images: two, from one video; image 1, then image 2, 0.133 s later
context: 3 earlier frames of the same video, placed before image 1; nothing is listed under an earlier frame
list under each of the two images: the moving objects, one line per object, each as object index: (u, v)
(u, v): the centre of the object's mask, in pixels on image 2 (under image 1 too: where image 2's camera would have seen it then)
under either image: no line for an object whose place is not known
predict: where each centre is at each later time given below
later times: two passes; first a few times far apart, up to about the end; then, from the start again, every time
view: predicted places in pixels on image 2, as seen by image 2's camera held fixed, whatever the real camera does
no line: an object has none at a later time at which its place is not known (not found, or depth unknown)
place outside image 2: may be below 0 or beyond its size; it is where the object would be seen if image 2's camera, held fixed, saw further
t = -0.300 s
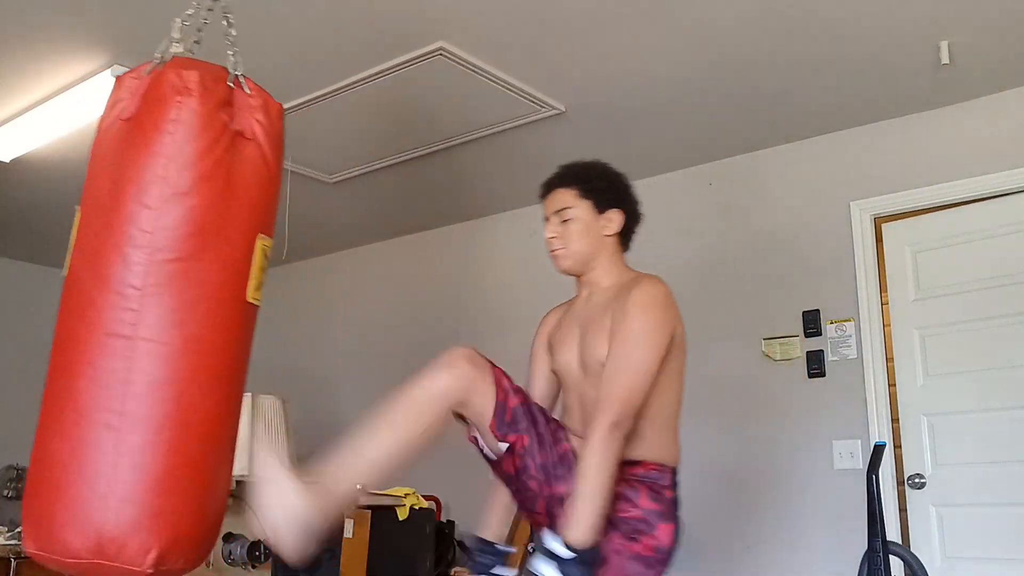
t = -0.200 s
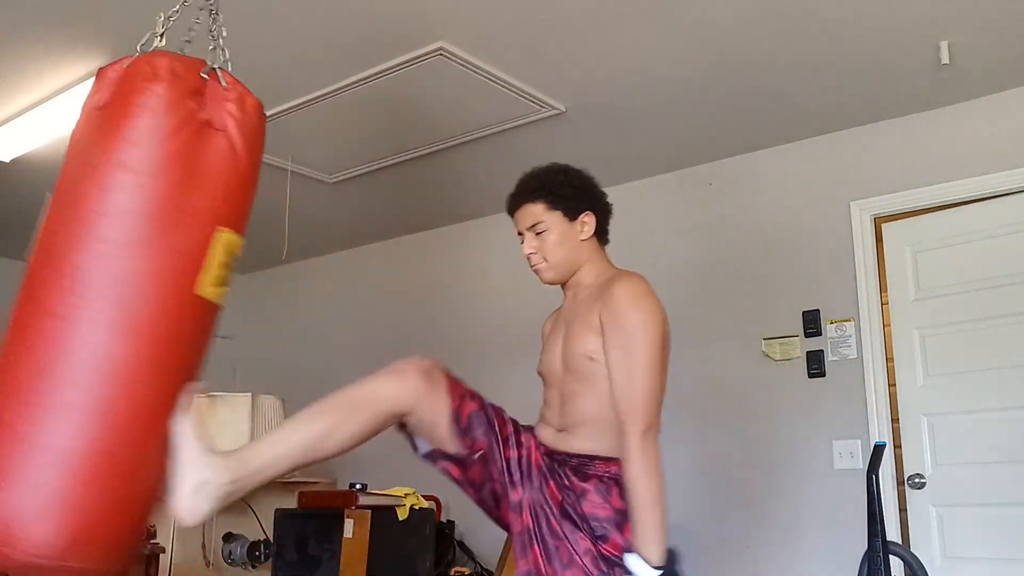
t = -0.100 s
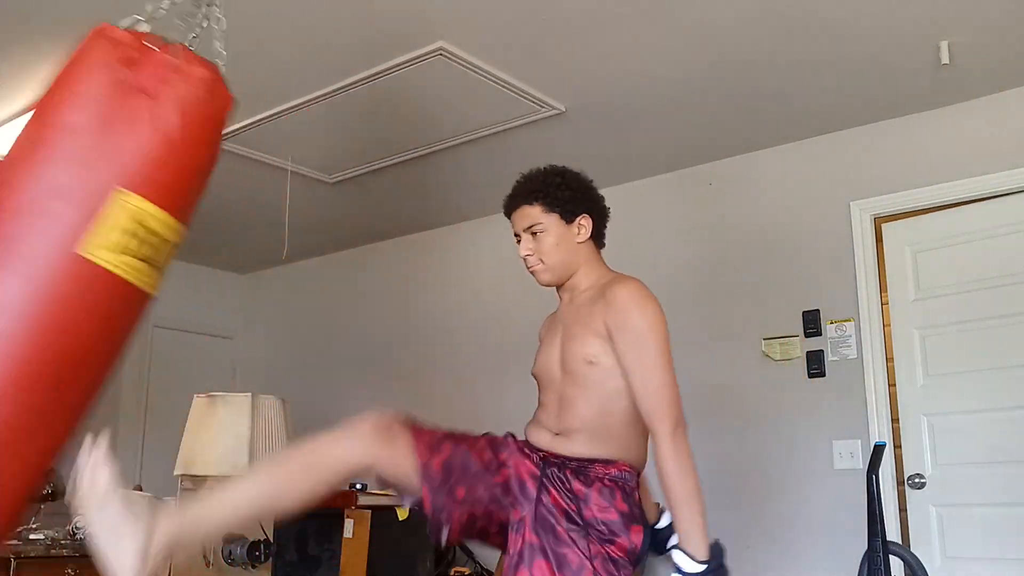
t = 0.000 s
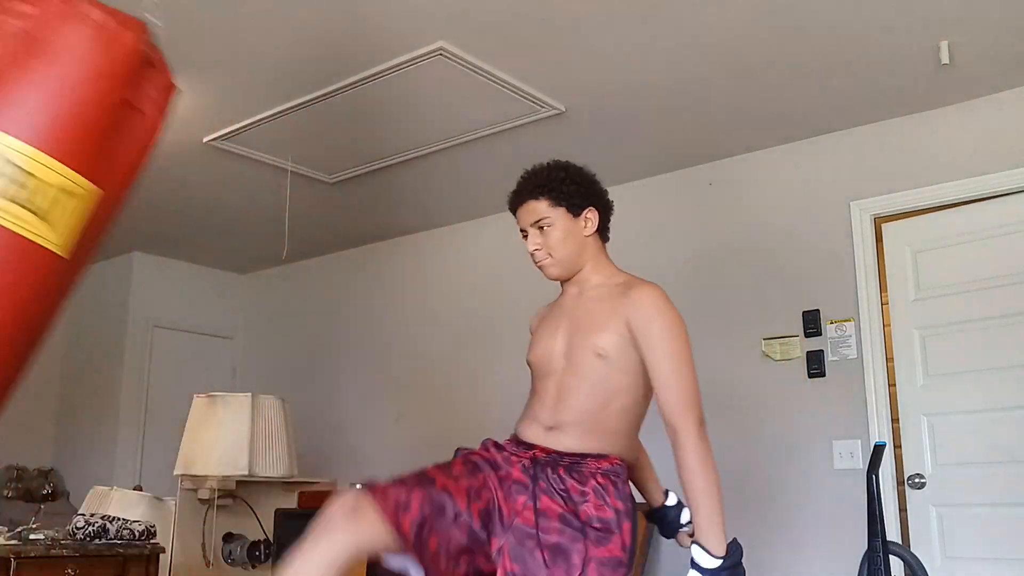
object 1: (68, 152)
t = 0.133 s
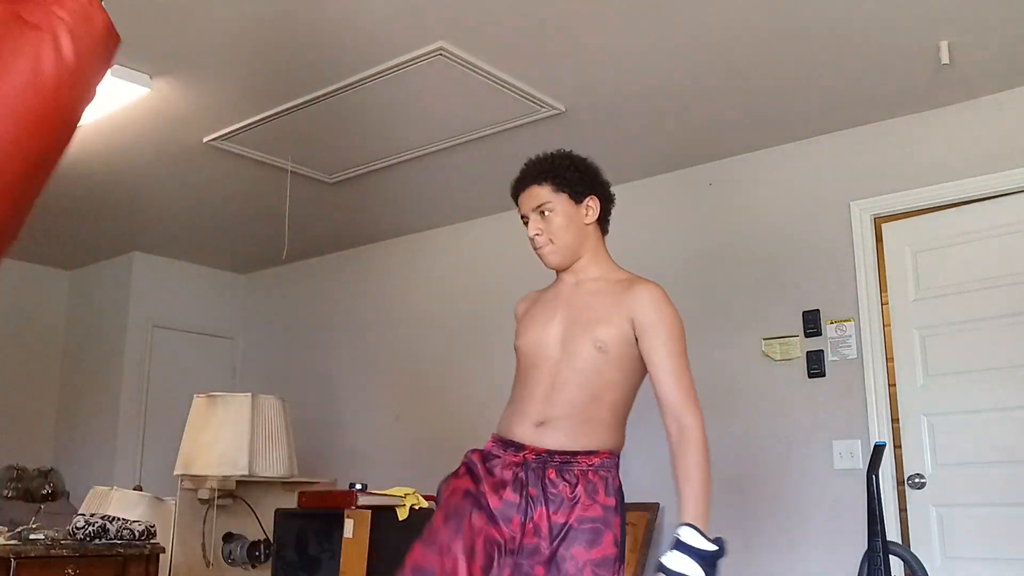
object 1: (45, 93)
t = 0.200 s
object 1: (49, 91)
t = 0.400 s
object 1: (55, 86)
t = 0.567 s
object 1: (63, 166)
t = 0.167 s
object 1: (47, 91)
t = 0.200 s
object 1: (49, 91)
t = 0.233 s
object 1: (52, 89)
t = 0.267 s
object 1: (56, 88)
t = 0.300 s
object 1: (58, 84)
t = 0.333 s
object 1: (58, 84)
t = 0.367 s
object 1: (56, 83)
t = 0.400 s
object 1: (55, 86)
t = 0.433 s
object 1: (52, 89)
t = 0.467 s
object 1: (50, 100)
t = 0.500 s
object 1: (52, 115)
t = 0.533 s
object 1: (57, 139)
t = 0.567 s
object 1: (63, 166)
